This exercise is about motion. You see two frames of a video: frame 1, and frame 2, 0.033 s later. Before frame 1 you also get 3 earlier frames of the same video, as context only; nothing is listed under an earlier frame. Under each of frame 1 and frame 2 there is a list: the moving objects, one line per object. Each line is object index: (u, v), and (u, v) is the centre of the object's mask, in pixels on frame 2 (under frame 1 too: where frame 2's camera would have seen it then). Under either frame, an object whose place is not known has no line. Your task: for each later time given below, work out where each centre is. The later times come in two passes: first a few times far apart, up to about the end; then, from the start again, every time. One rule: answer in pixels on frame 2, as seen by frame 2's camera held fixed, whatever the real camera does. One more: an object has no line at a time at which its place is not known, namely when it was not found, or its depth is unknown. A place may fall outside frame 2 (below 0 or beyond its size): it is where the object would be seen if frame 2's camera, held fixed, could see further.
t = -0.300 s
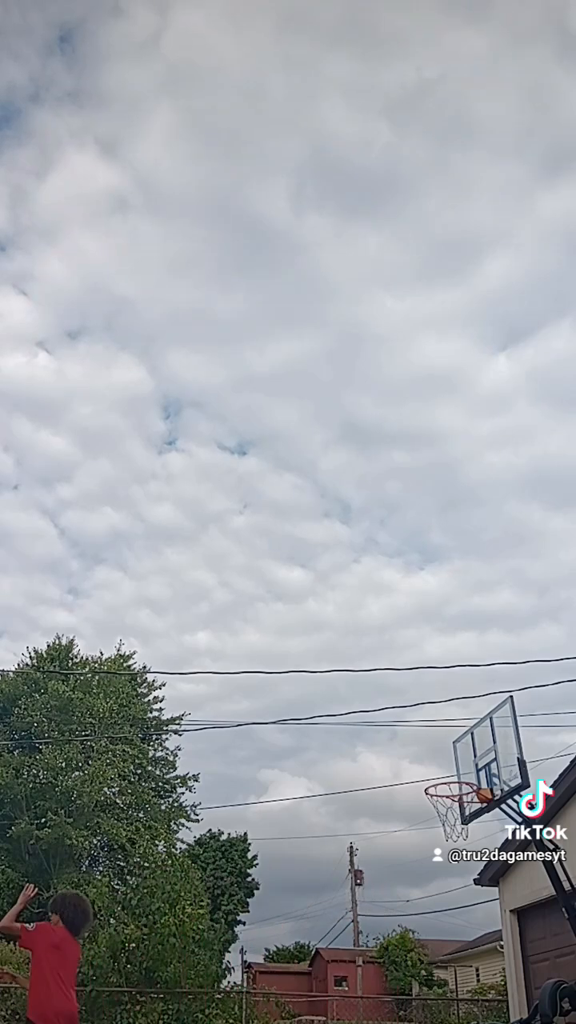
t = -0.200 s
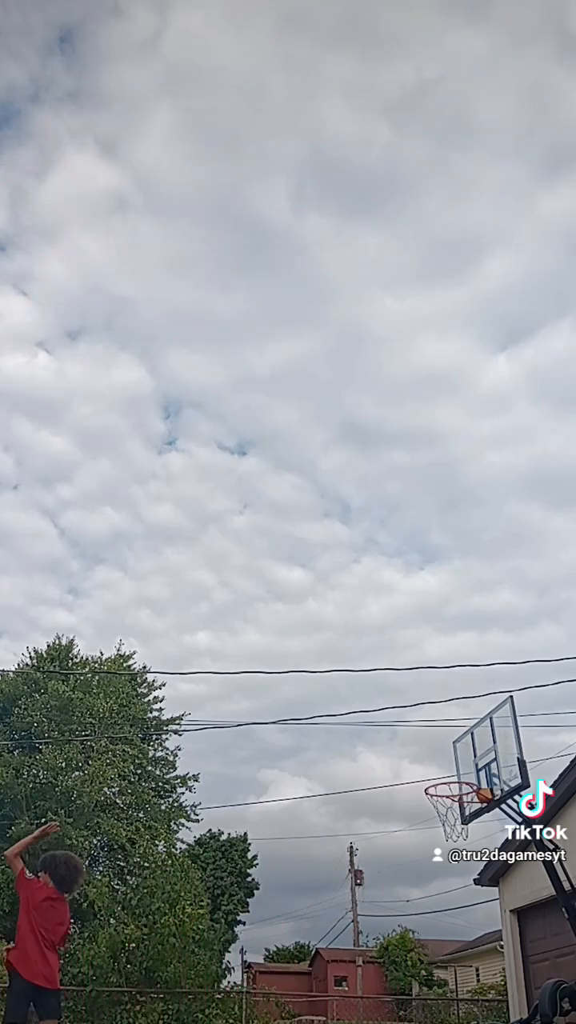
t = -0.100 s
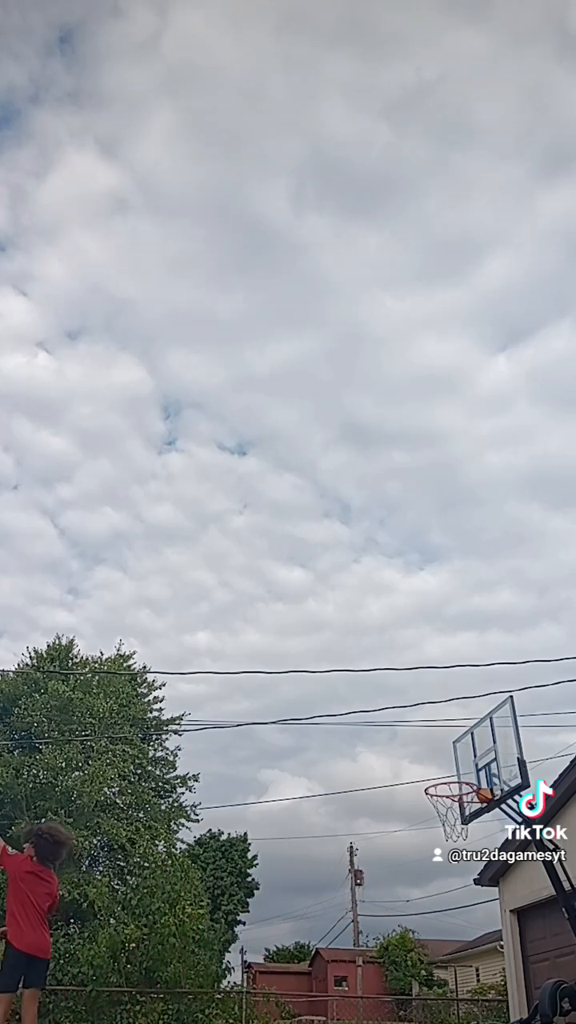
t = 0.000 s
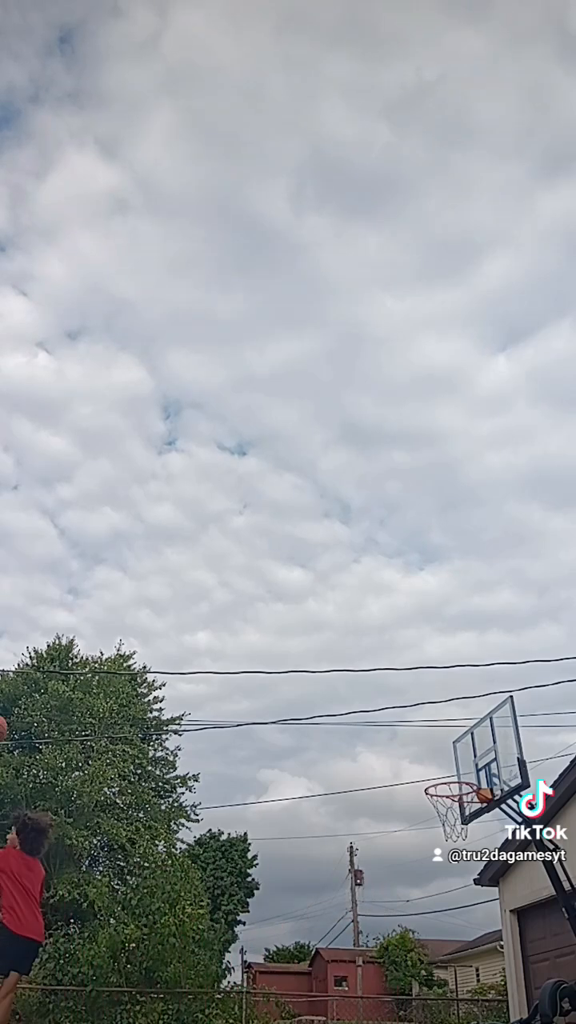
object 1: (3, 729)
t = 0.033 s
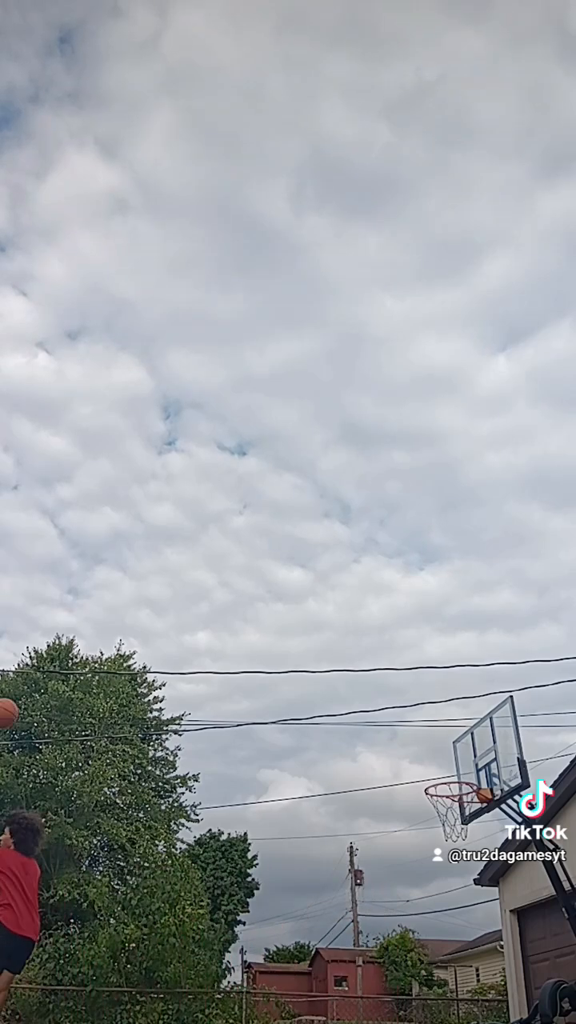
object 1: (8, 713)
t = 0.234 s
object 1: (59, 650)
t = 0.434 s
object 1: (104, 634)
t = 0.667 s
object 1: (146, 664)
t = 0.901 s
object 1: (182, 747)
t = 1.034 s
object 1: (200, 822)
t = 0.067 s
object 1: (13, 699)
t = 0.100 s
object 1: (23, 687)
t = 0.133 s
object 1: (33, 676)
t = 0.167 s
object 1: (42, 666)
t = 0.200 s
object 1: (51, 657)
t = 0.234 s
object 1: (59, 650)
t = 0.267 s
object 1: (67, 645)
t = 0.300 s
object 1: (75, 641)
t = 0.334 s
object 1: (83, 637)
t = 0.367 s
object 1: (90, 635)
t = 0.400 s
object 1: (97, 634)
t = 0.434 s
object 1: (104, 634)
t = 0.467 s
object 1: (110, 635)
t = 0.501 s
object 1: (117, 637)
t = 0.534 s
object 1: (123, 640)
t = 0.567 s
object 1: (129, 645)
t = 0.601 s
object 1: (135, 650)
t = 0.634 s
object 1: (140, 656)
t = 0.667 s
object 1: (146, 664)
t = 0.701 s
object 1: (151, 672)
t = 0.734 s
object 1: (156, 682)
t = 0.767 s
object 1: (162, 693)
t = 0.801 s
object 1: (167, 704)
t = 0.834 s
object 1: (172, 718)
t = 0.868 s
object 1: (177, 732)
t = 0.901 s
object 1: (182, 747)
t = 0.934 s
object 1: (186, 764)
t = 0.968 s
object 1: (191, 782)
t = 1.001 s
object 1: (195, 801)
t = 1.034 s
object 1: (200, 822)
